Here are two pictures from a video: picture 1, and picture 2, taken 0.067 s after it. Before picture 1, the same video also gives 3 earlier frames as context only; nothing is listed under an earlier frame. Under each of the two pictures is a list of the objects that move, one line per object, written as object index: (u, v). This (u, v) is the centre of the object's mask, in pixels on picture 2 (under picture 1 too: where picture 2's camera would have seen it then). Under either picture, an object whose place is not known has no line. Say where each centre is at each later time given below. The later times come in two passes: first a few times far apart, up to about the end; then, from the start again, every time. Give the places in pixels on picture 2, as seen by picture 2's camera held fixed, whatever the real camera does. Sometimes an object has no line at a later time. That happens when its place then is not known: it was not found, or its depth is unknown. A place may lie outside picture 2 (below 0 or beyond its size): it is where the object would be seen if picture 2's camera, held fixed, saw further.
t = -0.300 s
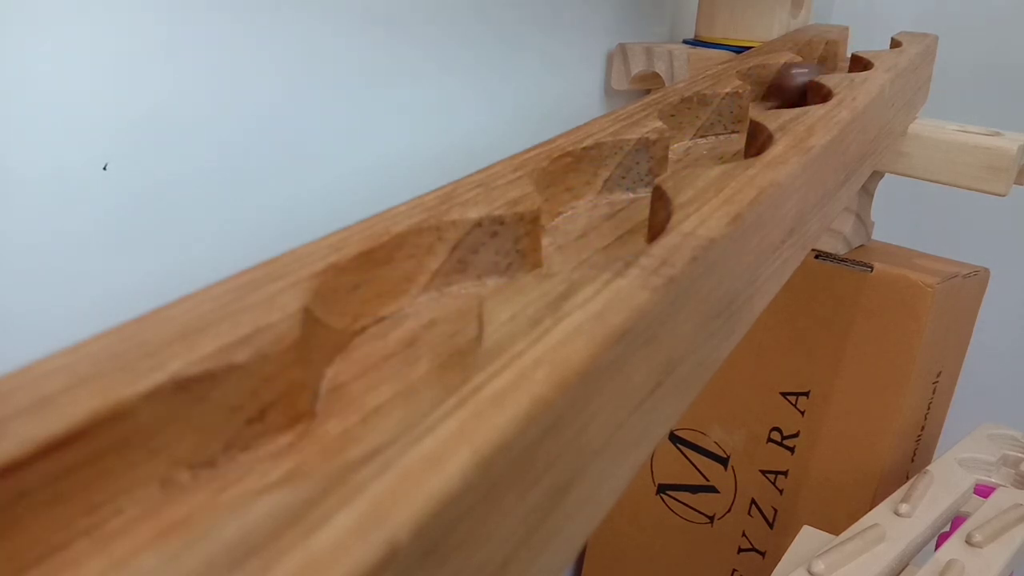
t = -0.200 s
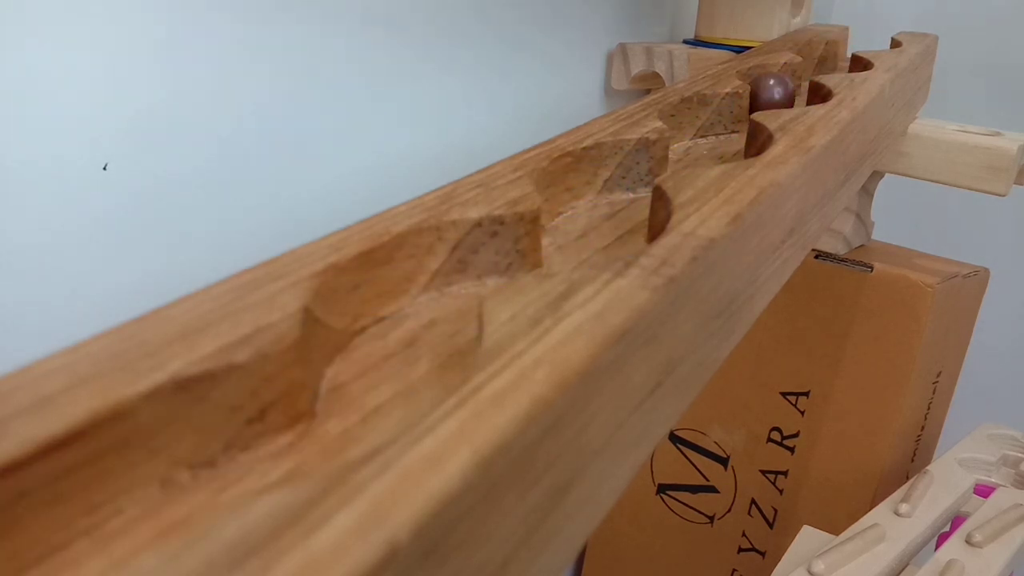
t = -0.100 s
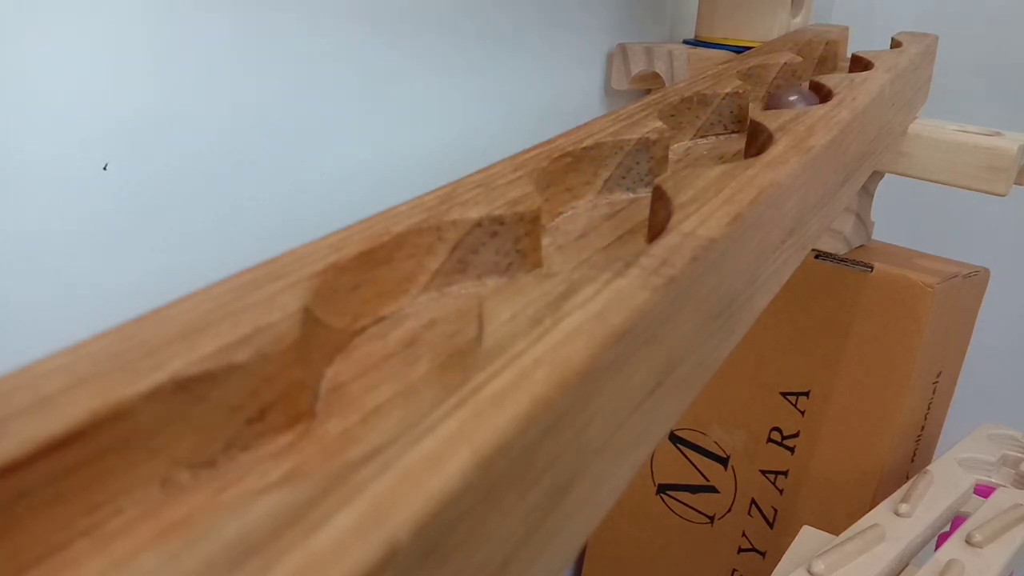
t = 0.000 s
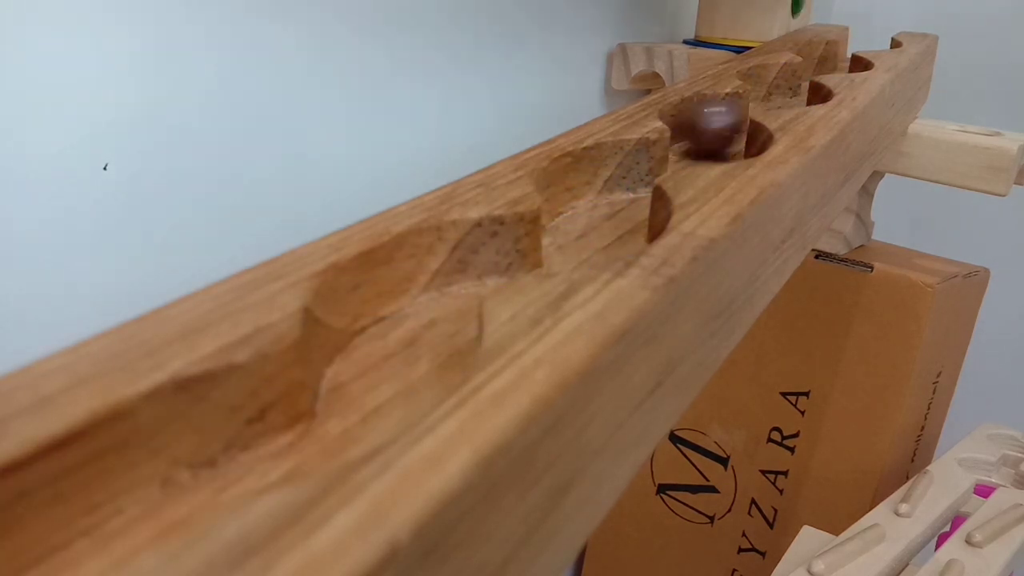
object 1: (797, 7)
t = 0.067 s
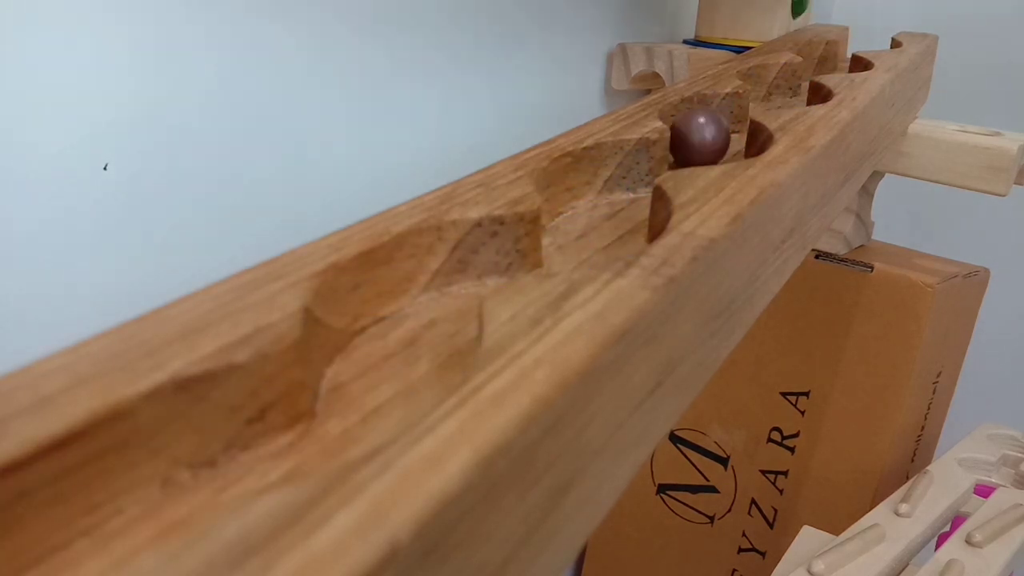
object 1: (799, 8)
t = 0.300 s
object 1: (825, 12)
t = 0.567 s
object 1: (837, 57)
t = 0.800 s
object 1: (833, 67)
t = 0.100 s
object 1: (800, 8)
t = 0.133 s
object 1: (801, 9)
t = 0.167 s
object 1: (802, 9)
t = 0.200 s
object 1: (804, 10)
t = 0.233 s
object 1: (808, 11)
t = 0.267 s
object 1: (815, 12)
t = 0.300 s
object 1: (825, 12)
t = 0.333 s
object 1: (832, 13)
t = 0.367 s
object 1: (838, 14)
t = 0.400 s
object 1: (845, 17)
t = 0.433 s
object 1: (856, 27)
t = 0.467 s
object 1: (870, 41)
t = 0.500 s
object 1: (874, 39)
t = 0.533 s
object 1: (855, 50)
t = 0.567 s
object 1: (837, 57)
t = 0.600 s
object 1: (823, 59)
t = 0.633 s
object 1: (816, 61)
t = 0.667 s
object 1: (819, 63)
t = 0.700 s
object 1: (822, 66)
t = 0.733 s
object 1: (836, 64)
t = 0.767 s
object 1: (845, 65)
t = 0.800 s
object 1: (833, 67)
